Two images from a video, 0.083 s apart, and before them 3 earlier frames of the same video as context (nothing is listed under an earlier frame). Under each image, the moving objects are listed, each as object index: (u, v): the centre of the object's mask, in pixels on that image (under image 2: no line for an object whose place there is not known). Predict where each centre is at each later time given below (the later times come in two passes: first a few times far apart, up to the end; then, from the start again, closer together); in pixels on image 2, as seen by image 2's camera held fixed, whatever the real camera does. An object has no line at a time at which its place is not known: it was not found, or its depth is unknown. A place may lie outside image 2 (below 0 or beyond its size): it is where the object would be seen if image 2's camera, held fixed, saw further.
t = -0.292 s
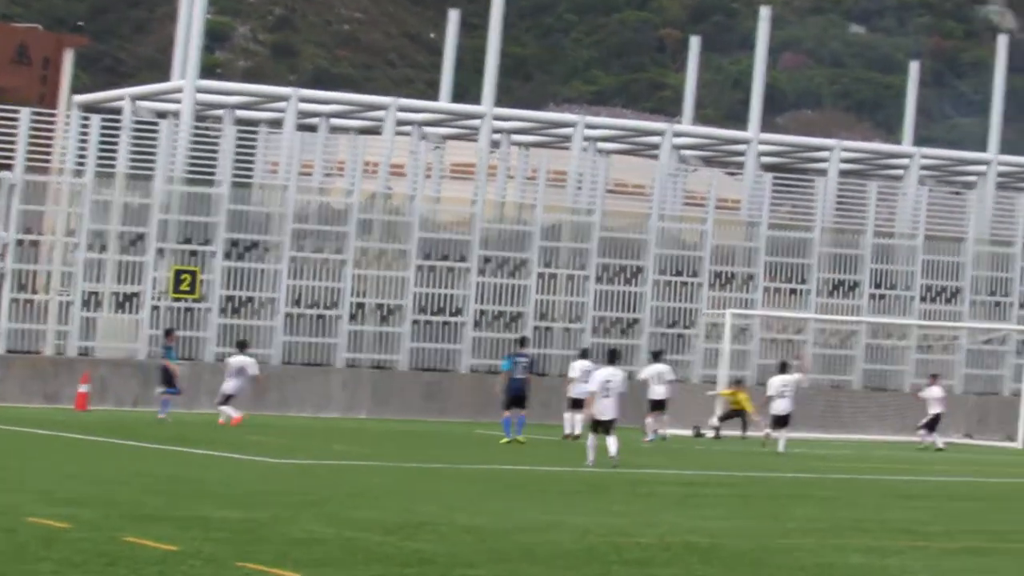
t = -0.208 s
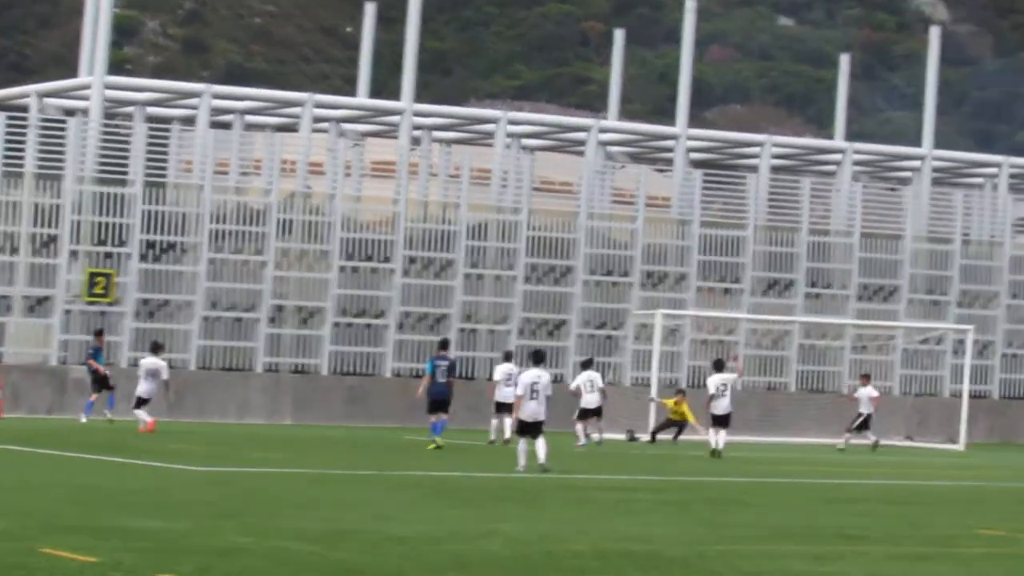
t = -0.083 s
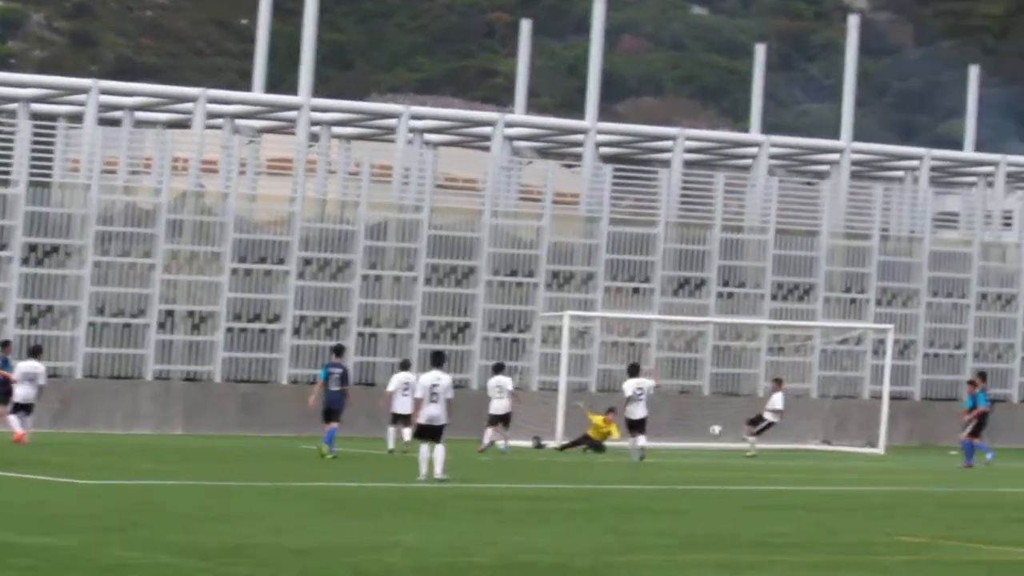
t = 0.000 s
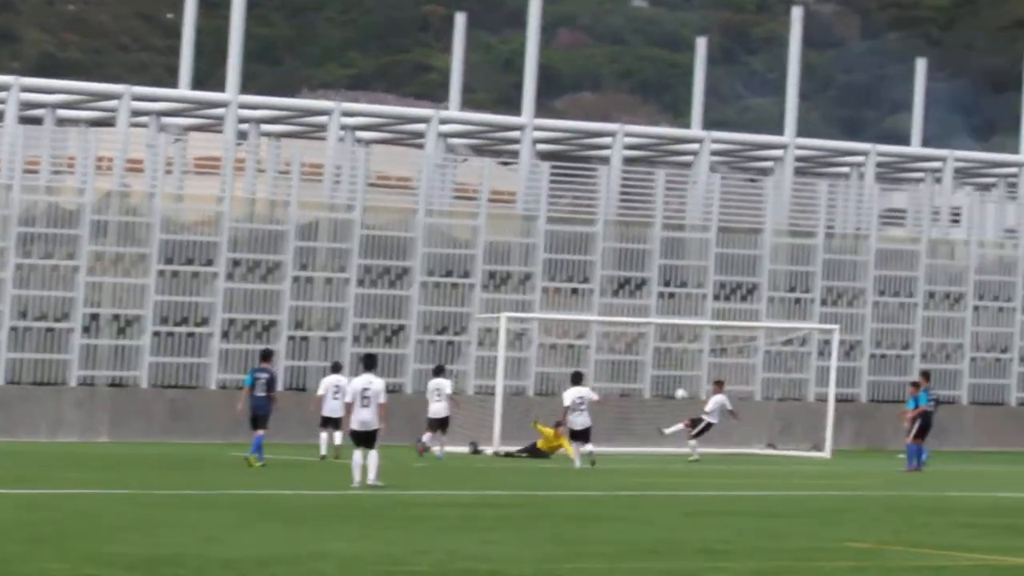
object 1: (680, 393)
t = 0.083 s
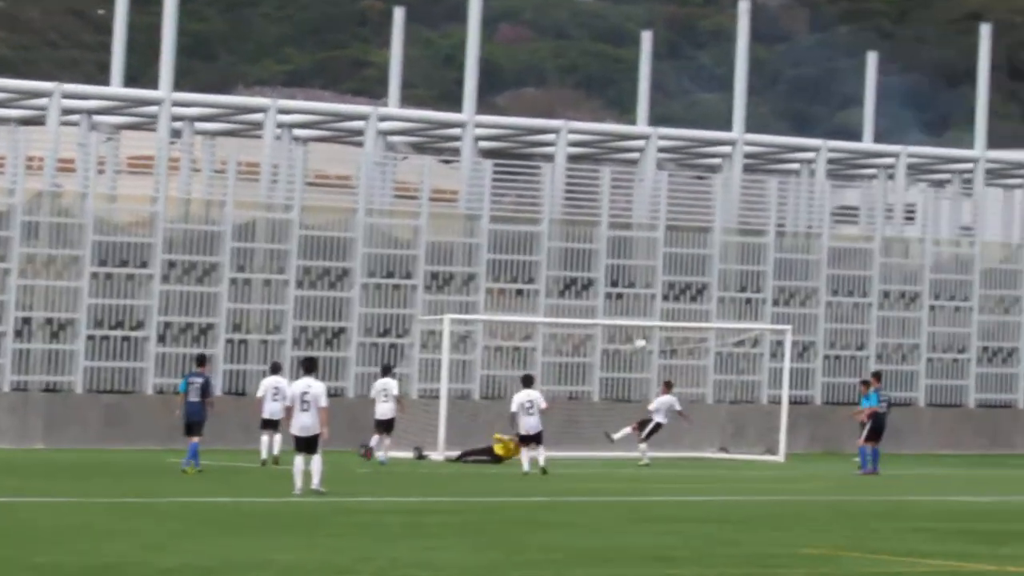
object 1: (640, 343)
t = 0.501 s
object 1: (694, 156)
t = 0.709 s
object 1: (724, 104)
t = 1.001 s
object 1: (755, 71)
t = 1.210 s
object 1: (772, 76)
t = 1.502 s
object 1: (798, 125)
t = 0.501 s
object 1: (694, 156)
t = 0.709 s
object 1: (724, 104)
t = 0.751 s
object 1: (729, 96)
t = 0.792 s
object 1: (733, 90)
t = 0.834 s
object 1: (736, 83)
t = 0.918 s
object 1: (746, 76)
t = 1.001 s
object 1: (755, 71)
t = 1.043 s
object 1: (760, 70)
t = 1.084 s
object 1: (763, 70)
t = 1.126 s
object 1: (767, 71)
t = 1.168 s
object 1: (768, 73)
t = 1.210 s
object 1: (772, 76)
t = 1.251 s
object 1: (776, 80)
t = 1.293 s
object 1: (780, 85)
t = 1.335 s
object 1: (783, 91)
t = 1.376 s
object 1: (787, 99)
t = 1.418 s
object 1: (791, 107)
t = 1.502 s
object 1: (798, 125)
